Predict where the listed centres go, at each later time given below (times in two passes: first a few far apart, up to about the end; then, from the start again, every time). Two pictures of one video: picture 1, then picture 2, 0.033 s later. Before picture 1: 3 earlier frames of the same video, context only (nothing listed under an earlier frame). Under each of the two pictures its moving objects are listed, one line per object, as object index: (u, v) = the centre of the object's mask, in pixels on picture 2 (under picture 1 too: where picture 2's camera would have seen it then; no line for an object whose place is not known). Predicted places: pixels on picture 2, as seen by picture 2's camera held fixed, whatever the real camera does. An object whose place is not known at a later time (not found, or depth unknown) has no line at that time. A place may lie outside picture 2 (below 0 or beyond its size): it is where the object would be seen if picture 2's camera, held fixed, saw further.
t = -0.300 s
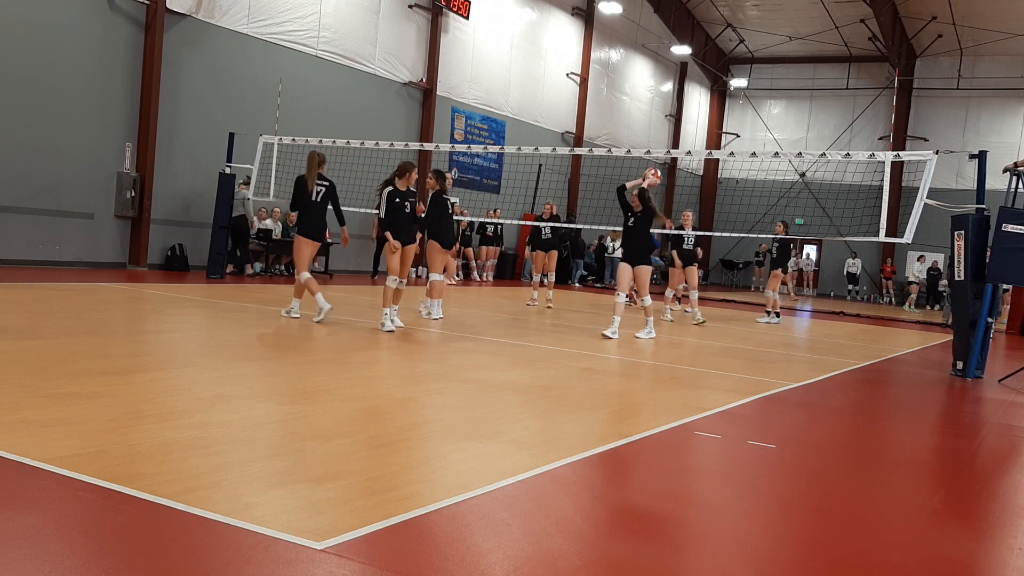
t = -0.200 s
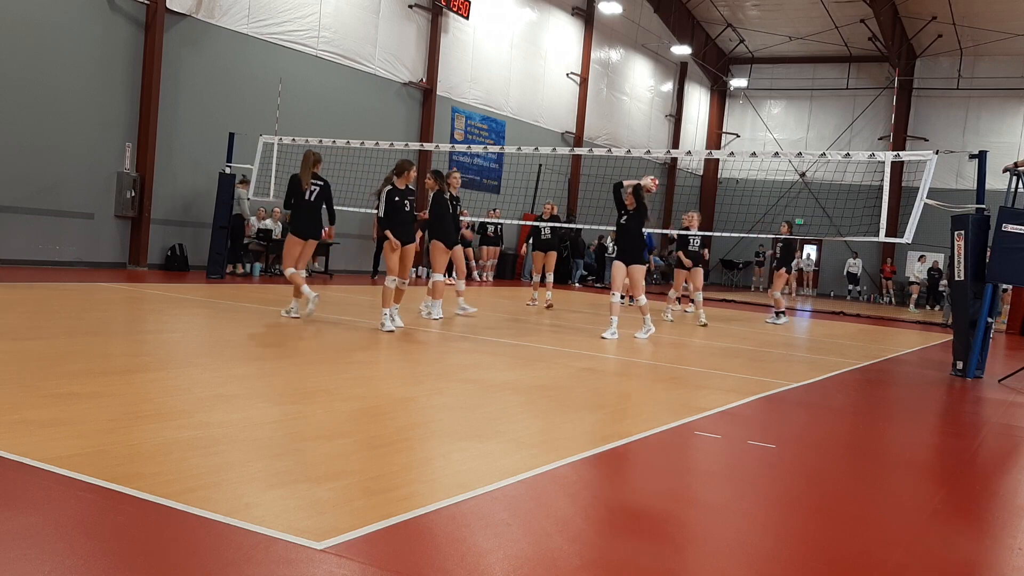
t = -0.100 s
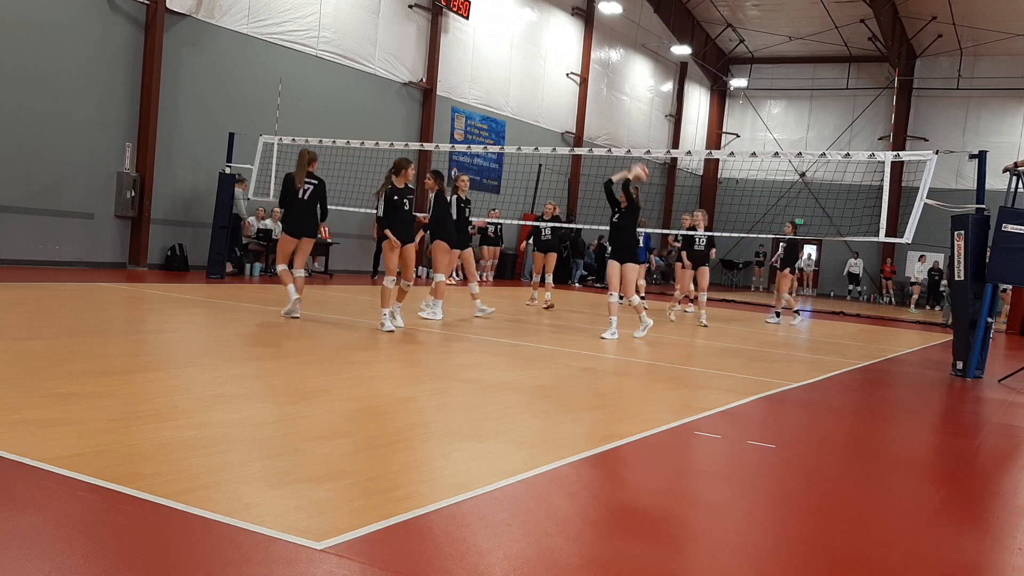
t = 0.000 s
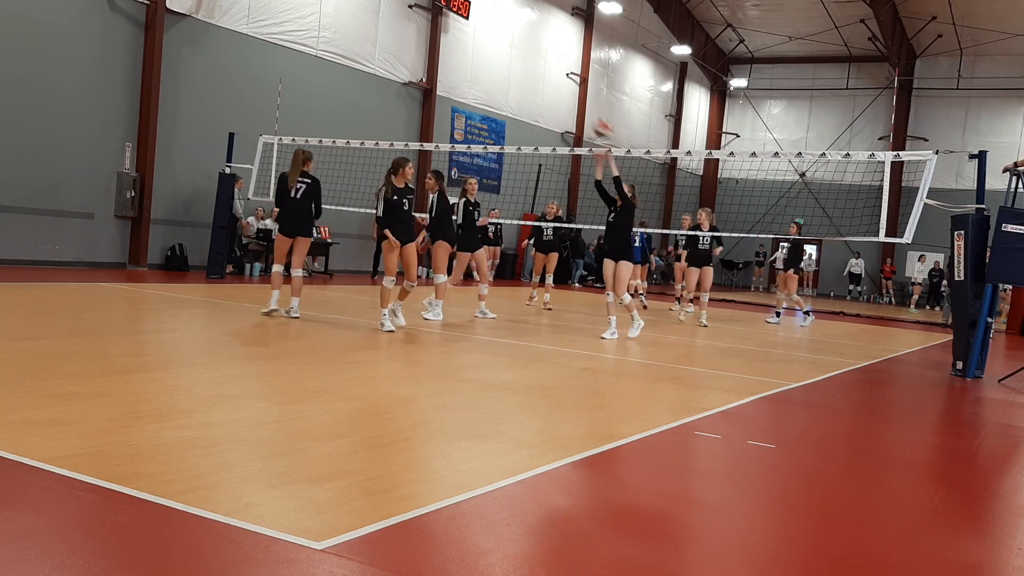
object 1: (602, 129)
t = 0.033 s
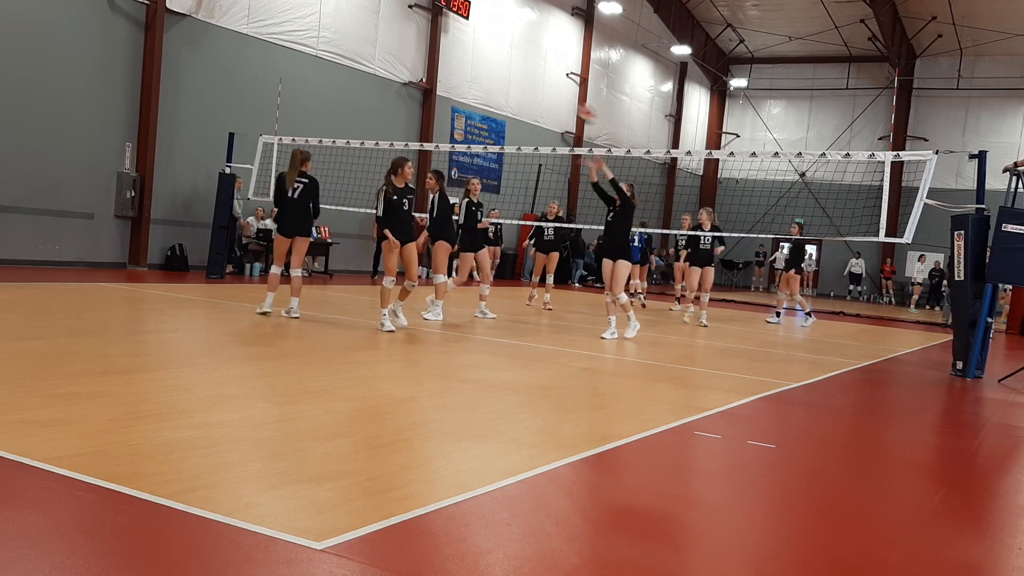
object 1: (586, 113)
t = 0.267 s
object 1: (461, 35)
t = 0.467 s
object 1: (336, 7)
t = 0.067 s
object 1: (569, 100)
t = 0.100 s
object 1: (552, 87)
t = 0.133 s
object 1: (535, 75)
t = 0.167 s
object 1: (518, 64)
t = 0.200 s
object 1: (499, 53)
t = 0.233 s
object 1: (480, 44)
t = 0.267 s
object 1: (461, 35)
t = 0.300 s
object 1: (440, 27)
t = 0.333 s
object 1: (422, 21)
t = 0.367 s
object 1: (402, 15)
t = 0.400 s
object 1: (381, 10)
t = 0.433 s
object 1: (358, 8)
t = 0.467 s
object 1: (336, 7)
